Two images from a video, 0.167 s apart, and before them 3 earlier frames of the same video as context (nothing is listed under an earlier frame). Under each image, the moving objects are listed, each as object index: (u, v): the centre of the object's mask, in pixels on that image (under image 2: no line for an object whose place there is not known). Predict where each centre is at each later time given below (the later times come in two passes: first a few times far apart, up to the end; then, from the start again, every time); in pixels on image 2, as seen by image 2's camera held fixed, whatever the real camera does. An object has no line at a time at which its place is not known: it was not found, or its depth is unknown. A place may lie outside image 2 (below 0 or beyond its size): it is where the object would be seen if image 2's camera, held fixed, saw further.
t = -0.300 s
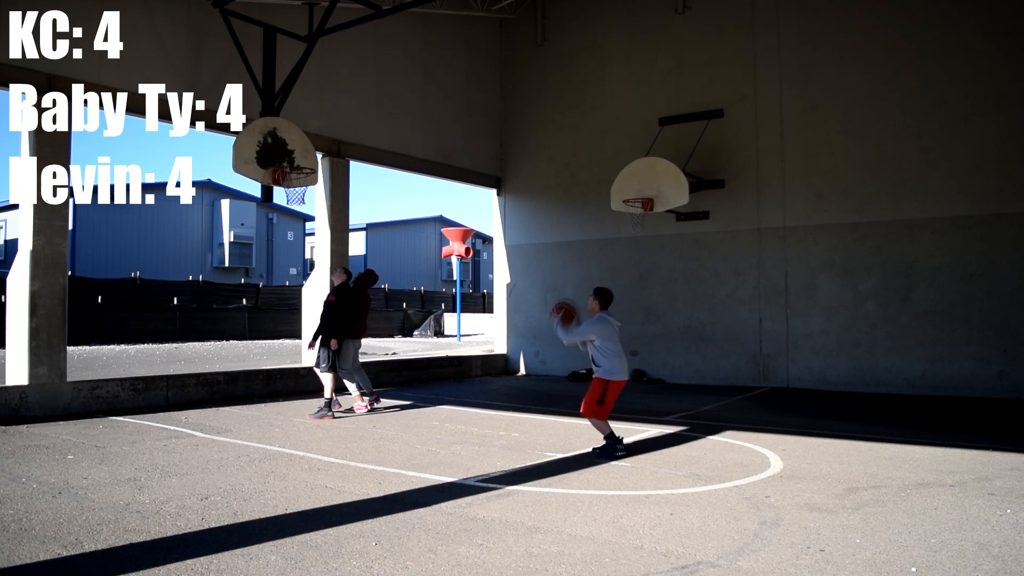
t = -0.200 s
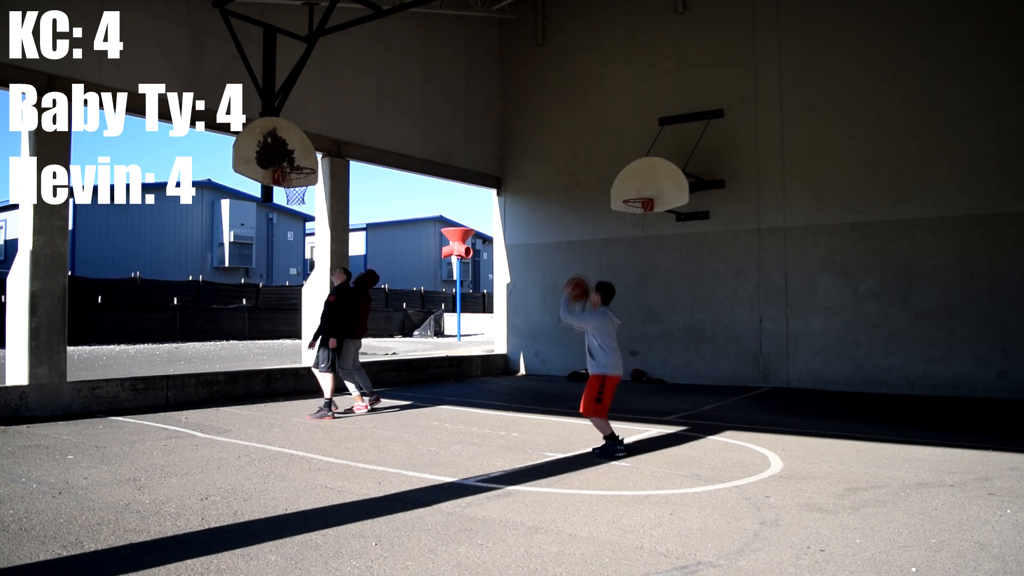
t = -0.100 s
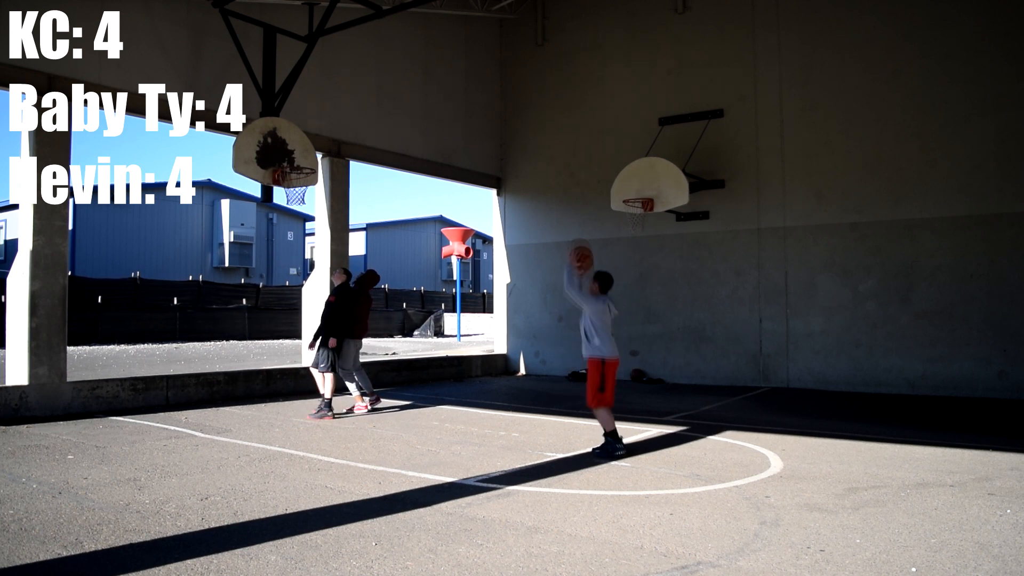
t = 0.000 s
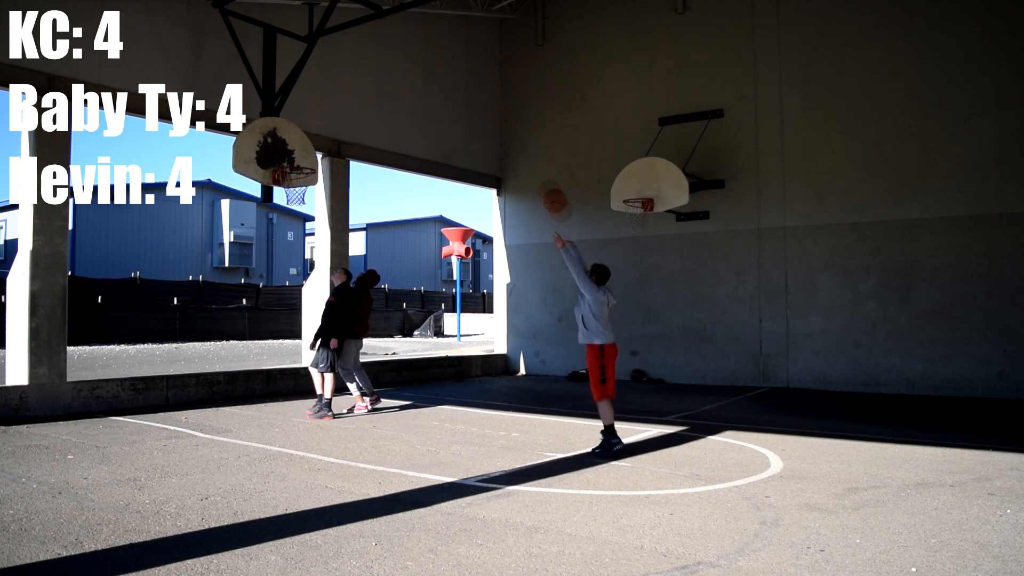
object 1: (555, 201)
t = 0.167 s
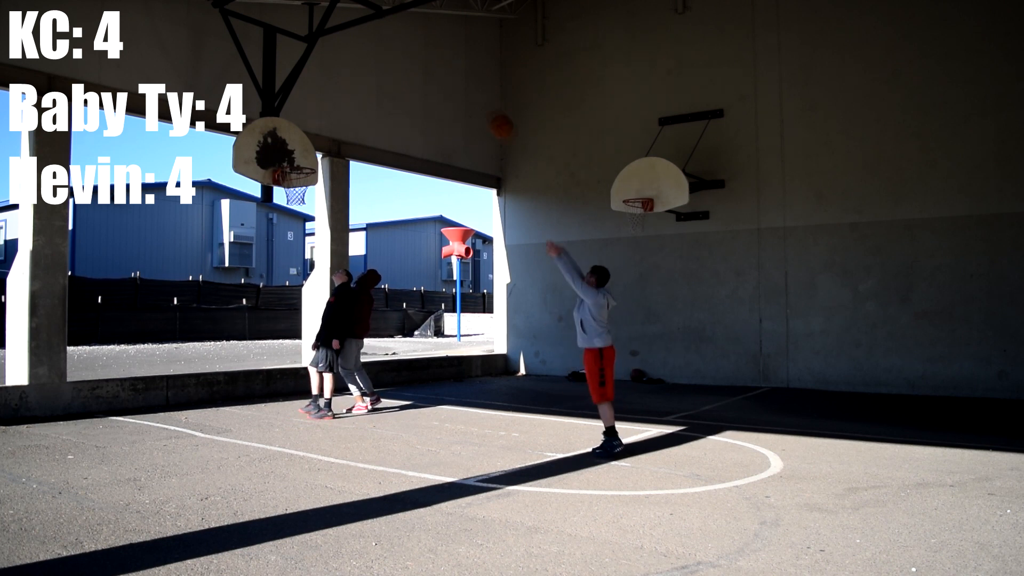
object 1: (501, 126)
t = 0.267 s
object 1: (472, 97)
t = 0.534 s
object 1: (403, 68)
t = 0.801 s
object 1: (342, 100)
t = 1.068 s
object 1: (294, 174)
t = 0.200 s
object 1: (492, 115)
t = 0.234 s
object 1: (482, 105)
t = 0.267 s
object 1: (472, 97)
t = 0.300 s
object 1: (463, 90)
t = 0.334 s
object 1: (454, 83)
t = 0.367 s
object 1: (445, 78)
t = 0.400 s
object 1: (436, 74)
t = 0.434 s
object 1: (428, 71)
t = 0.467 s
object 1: (419, 70)
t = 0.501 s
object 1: (411, 68)
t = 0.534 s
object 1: (403, 68)
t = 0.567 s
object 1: (395, 69)
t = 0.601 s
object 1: (387, 71)
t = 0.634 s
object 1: (379, 74)
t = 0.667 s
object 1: (372, 78)
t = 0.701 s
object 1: (364, 82)
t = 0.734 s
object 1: (357, 87)
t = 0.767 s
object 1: (349, 93)
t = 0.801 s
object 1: (342, 100)
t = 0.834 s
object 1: (336, 107)
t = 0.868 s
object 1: (329, 116)
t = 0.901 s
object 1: (322, 124)
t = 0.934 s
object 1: (316, 134)
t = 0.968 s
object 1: (308, 145)
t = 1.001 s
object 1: (303, 156)
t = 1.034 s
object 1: (297, 165)
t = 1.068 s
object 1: (294, 174)
